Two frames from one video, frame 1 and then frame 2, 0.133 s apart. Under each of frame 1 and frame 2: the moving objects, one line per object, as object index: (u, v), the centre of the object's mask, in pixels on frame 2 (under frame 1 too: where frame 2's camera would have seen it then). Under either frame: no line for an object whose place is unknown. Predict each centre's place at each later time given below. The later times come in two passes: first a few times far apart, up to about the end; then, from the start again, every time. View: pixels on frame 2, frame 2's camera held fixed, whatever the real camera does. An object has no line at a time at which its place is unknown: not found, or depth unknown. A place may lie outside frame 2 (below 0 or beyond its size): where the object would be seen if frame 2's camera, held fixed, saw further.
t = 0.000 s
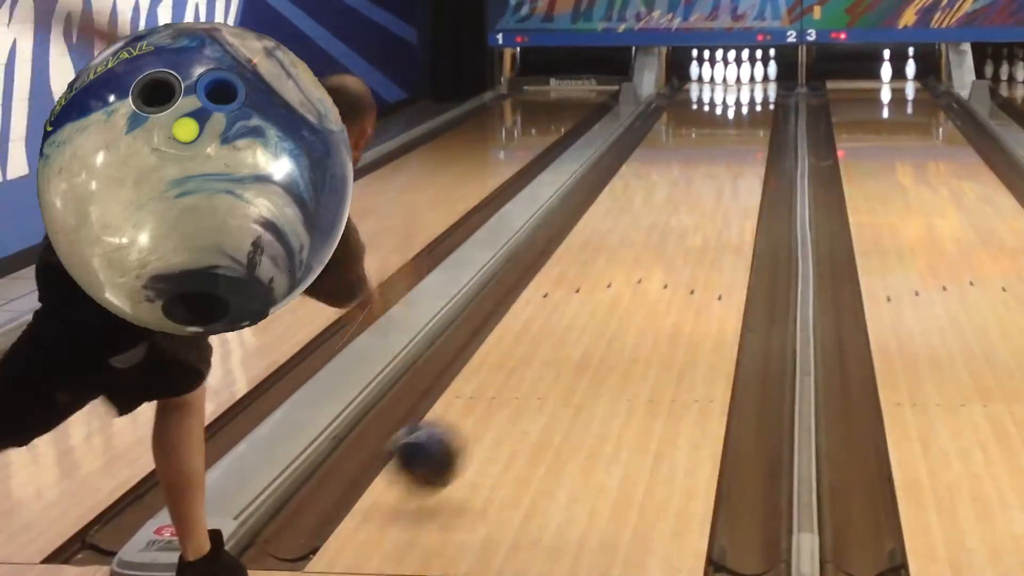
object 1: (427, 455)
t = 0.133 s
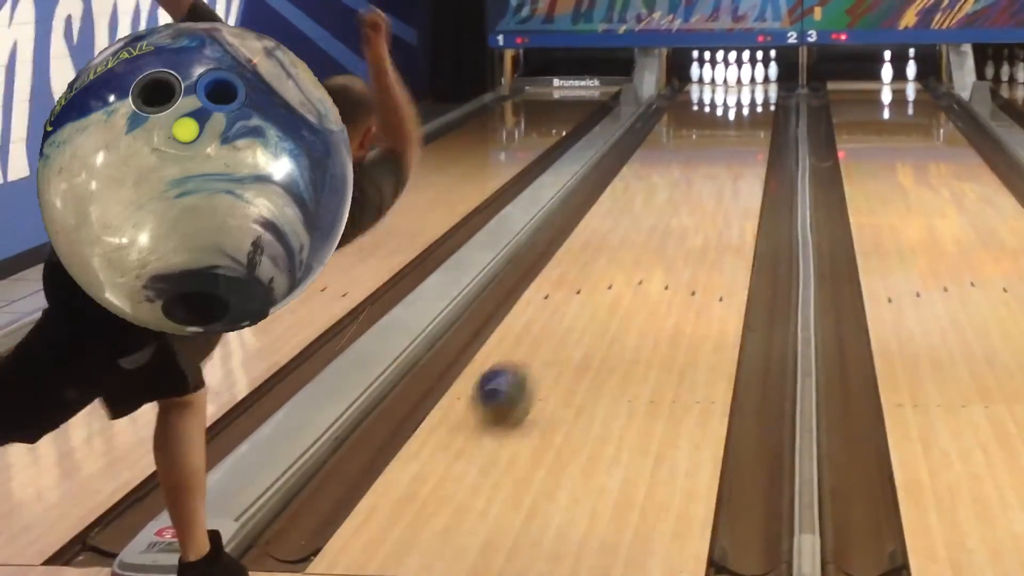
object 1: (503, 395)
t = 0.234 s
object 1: (548, 351)
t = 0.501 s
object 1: (628, 263)
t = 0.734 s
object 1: (672, 213)
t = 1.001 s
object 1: (708, 170)
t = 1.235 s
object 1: (729, 144)
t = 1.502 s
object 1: (746, 119)
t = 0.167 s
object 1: (521, 380)
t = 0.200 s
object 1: (535, 364)
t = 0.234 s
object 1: (548, 351)
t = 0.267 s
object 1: (559, 338)
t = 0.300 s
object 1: (572, 324)
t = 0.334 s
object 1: (583, 312)
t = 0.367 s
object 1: (593, 302)
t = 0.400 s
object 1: (602, 291)
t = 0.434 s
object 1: (612, 280)
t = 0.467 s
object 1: (621, 272)
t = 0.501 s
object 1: (628, 263)
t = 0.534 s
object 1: (636, 254)
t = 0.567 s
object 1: (643, 246)
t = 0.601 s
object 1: (650, 238)
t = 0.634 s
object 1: (656, 231)
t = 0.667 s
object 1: (662, 224)
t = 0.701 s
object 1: (667, 218)
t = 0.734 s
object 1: (672, 213)
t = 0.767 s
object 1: (678, 205)
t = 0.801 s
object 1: (683, 198)
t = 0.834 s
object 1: (688, 195)
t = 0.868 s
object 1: (692, 189)
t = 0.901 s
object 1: (697, 185)
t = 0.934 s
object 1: (700, 180)
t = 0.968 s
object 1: (704, 175)
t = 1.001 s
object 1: (708, 170)
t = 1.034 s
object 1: (712, 165)
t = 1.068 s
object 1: (714, 162)
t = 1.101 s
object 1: (718, 158)
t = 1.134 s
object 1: (721, 155)
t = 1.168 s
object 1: (724, 150)
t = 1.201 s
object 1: (726, 147)
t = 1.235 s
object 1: (729, 144)
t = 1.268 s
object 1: (732, 139)
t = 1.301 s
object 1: (734, 136)
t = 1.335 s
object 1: (736, 134)
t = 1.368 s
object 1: (739, 131)
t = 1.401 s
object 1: (742, 128)
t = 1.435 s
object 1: (743, 125)
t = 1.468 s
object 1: (744, 122)
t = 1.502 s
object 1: (746, 119)
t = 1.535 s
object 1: (746, 117)
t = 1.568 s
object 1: (747, 115)
